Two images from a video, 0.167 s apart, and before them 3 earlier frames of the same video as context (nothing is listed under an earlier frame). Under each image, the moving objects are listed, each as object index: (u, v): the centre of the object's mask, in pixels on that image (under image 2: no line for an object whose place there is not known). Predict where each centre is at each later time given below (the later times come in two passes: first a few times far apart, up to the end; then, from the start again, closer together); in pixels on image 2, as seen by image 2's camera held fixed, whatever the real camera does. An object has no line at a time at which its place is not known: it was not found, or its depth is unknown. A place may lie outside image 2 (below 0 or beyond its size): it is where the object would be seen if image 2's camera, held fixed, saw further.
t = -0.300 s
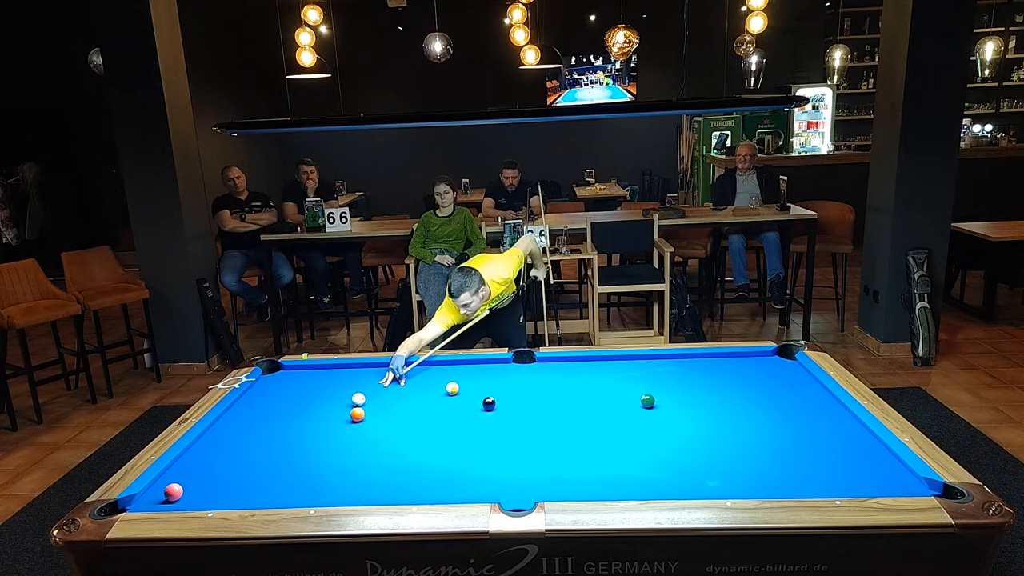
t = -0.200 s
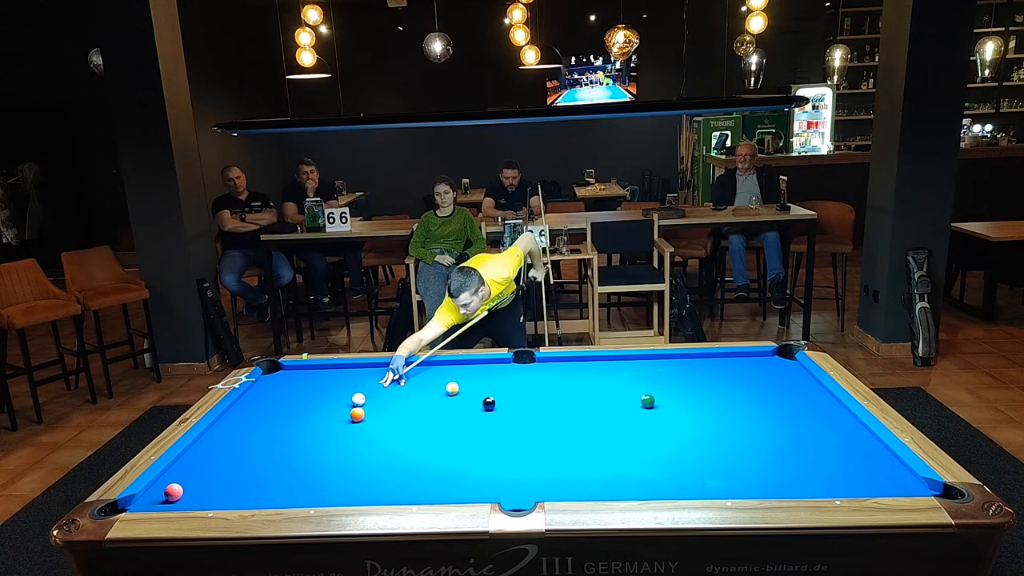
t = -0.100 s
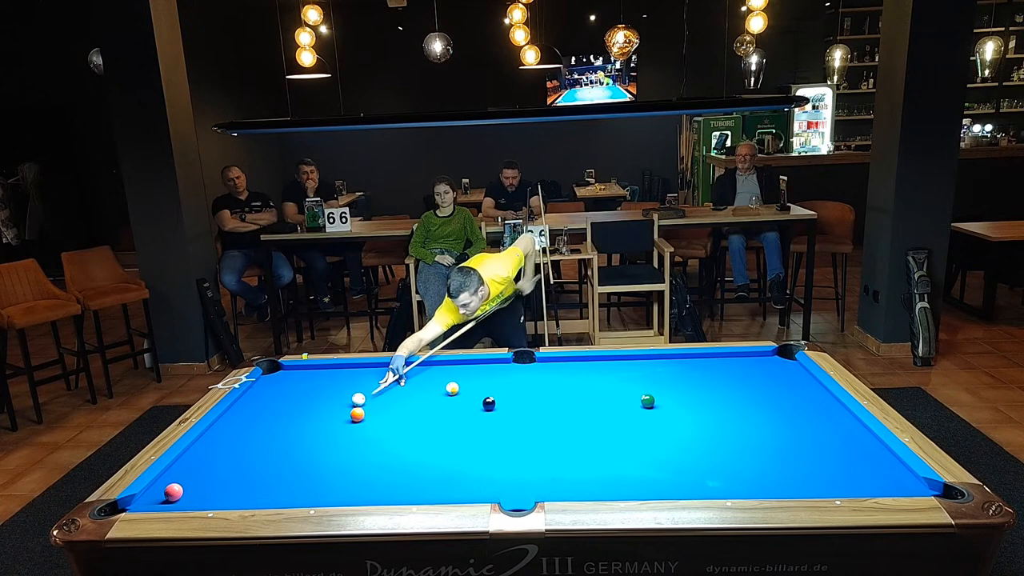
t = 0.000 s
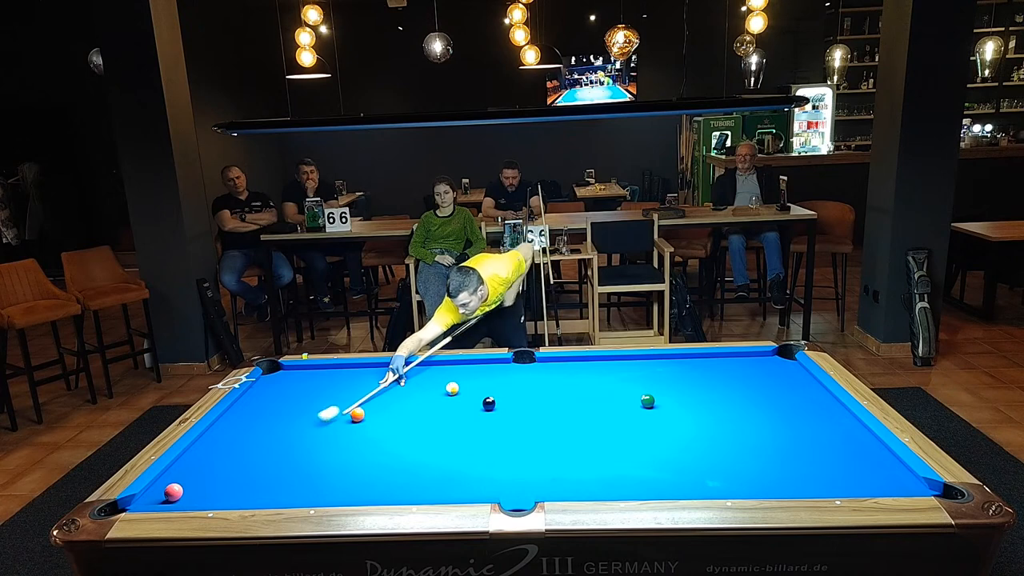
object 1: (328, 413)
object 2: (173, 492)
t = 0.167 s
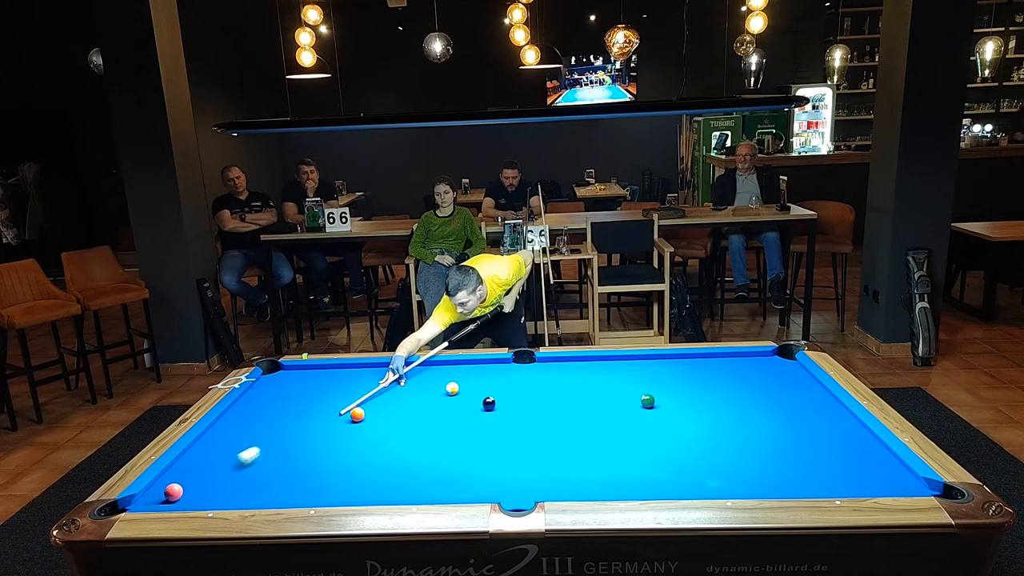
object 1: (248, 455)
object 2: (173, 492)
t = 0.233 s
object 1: (216, 472)
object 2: (173, 492)
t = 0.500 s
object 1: (200, 496)
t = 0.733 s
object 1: (220, 496)
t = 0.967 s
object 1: (243, 490)
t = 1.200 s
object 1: (265, 484)
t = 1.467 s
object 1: (287, 478)
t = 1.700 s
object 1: (305, 473)
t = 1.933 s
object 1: (321, 469)
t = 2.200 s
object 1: (337, 464)
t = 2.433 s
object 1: (350, 461)
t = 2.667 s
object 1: (361, 458)
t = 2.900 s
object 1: (371, 456)
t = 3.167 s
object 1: (380, 453)
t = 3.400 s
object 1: (387, 452)
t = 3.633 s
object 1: (393, 450)
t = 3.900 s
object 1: (398, 449)
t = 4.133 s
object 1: (401, 449)
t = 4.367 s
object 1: (403, 448)
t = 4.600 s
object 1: (403, 448)
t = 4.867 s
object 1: (403, 449)
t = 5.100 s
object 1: (403, 449)
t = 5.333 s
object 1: (403, 449)
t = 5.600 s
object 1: (403, 449)
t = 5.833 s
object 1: (403, 449)
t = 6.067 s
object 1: (403, 449)
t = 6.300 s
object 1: (403, 449)
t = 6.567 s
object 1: (403, 449)
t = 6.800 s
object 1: (403, 449)
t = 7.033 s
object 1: (403, 449)
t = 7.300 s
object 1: (403, 449)
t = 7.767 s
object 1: (399, 450)
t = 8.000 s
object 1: (403, 449)
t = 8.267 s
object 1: (403, 449)
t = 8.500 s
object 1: (403, 449)
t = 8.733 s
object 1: (403, 448)
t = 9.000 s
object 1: (403, 449)
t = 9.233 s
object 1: (403, 449)
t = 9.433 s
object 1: (403, 449)
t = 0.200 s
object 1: (232, 464)
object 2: (173, 492)
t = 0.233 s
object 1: (216, 472)
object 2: (173, 492)
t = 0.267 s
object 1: (198, 482)
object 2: (173, 492)
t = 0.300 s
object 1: (192, 488)
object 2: (164, 494)
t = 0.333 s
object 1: (193, 490)
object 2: (146, 499)
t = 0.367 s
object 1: (195, 491)
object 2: (126, 505)
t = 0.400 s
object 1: (196, 493)
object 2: (113, 511)
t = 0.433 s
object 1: (197, 494)
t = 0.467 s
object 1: (199, 495)
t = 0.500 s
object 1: (200, 496)
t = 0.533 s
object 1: (202, 497)
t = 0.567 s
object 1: (203, 498)
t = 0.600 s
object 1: (206, 498)
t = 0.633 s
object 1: (209, 498)
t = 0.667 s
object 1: (213, 497)
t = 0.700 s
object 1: (217, 496)
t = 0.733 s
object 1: (220, 496)
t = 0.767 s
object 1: (224, 495)
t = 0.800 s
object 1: (227, 494)
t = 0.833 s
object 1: (231, 493)
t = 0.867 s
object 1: (233, 493)
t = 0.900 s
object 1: (237, 492)
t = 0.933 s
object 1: (240, 491)
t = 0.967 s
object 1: (243, 490)
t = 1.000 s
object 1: (247, 490)
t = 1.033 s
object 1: (250, 489)
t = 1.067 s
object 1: (253, 488)
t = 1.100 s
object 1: (256, 487)
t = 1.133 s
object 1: (259, 486)
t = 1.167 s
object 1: (262, 485)
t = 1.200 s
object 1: (265, 484)
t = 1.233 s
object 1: (268, 484)
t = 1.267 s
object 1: (271, 483)
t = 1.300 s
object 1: (274, 482)
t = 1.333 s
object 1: (276, 481)
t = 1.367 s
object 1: (279, 480)
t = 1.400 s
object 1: (282, 480)
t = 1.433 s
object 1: (285, 479)
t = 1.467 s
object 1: (287, 478)
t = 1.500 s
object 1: (290, 477)
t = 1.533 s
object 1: (292, 476)
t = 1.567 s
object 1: (295, 476)
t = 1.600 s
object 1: (298, 475)
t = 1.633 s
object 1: (300, 474)
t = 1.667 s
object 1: (302, 473)
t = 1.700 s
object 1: (305, 473)
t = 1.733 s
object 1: (307, 472)
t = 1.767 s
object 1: (310, 472)
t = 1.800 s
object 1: (312, 471)
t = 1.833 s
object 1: (314, 470)
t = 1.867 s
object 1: (316, 470)
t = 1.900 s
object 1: (318, 469)
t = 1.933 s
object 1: (321, 469)
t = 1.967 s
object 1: (323, 468)
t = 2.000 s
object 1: (325, 467)
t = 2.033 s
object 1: (327, 467)
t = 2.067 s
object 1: (329, 466)
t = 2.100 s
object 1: (331, 466)
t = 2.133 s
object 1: (333, 465)
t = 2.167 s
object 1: (335, 465)
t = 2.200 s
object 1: (337, 464)
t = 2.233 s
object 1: (339, 464)
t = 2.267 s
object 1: (341, 463)
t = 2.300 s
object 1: (342, 463)
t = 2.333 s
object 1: (344, 462)
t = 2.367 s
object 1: (346, 462)
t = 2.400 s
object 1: (348, 461)
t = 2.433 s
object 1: (350, 461)
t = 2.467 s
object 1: (351, 461)
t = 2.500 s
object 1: (353, 460)
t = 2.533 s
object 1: (354, 460)
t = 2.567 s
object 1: (356, 459)
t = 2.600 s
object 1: (358, 459)
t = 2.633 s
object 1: (359, 459)
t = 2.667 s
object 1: (361, 458)
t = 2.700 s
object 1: (362, 458)
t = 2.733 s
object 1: (364, 458)
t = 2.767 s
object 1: (365, 457)
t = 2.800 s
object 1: (367, 457)
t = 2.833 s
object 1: (368, 456)
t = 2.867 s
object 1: (369, 456)
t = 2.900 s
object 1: (371, 456)
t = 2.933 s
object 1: (372, 456)
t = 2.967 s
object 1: (373, 455)
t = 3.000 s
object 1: (374, 455)
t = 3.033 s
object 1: (375, 455)
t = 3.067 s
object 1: (377, 454)
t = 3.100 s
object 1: (378, 454)
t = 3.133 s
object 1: (379, 454)
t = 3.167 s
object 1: (380, 453)
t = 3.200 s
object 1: (381, 453)
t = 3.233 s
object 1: (383, 453)
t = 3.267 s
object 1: (384, 453)
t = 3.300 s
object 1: (385, 453)
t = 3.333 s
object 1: (386, 452)
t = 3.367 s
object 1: (386, 452)
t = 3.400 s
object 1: (387, 452)
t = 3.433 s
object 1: (388, 452)
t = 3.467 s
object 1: (389, 451)
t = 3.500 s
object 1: (390, 451)
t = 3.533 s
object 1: (391, 451)
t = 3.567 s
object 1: (392, 451)
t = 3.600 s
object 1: (392, 451)
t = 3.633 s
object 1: (393, 450)
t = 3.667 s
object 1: (394, 450)
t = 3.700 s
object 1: (395, 450)
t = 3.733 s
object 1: (395, 450)
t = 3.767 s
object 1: (396, 450)
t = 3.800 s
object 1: (397, 450)
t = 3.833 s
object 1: (397, 450)
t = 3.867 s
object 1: (398, 449)
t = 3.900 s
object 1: (398, 449)
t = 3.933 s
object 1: (399, 449)
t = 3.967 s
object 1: (399, 449)
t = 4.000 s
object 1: (400, 449)
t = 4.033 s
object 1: (400, 449)
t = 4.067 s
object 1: (401, 449)
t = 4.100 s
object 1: (401, 449)
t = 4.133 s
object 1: (401, 449)
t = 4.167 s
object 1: (402, 448)
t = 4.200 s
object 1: (402, 448)
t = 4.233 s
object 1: (402, 449)
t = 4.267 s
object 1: (403, 448)
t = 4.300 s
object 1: (403, 448)
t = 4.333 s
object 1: (403, 448)
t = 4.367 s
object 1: (403, 448)
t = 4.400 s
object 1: (403, 448)
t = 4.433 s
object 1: (403, 448)
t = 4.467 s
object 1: (404, 448)
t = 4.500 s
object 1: (403, 448)
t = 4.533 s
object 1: (403, 448)
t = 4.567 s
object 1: (403, 448)
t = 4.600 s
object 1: (403, 448)
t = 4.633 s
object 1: (404, 448)
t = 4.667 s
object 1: (403, 448)
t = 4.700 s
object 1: (404, 448)
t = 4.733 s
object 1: (403, 448)
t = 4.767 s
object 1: (403, 448)
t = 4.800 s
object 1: (403, 448)
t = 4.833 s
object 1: (403, 449)
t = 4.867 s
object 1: (403, 449)
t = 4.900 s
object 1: (403, 449)
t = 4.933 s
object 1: (403, 449)
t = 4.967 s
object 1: (403, 449)
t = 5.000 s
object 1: (403, 449)
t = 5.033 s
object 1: (403, 449)
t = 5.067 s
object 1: (403, 449)
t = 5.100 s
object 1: (403, 449)
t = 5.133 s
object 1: (403, 448)
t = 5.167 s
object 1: (403, 449)
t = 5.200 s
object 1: (403, 449)
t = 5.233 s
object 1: (403, 449)
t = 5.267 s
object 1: (403, 449)
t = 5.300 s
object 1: (403, 449)
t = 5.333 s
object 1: (403, 449)
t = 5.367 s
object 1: (403, 449)
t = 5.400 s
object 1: (403, 449)
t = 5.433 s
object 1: (403, 449)
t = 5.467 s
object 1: (403, 449)
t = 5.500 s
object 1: (403, 449)
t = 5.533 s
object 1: (403, 449)
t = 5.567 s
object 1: (403, 449)
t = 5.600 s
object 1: (403, 449)
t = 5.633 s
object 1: (403, 449)
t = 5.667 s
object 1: (403, 449)
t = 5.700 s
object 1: (403, 449)
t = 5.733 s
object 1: (403, 449)
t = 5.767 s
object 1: (403, 449)
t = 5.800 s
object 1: (403, 449)
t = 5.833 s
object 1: (403, 449)
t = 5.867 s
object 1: (403, 449)
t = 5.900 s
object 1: (403, 449)
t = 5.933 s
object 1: (403, 449)
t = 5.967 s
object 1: (403, 449)
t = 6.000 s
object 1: (403, 449)
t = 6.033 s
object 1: (403, 449)
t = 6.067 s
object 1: (403, 449)
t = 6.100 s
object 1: (403, 449)
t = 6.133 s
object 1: (403, 449)
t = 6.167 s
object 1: (403, 449)
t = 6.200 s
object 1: (403, 449)
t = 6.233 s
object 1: (403, 449)
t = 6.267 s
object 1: (403, 449)
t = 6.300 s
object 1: (403, 449)
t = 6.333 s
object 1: (403, 449)
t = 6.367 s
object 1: (403, 449)
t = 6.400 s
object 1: (403, 449)
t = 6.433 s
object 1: (403, 449)
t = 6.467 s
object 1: (403, 449)
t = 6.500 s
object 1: (403, 449)
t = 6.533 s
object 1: (403, 449)
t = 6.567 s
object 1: (403, 449)
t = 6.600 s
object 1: (403, 449)
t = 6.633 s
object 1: (403, 449)
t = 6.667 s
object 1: (403, 449)
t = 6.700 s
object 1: (403, 449)
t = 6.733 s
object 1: (403, 449)
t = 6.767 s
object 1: (403, 449)
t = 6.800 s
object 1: (403, 449)
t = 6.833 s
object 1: (403, 449)
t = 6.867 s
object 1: (403, 449)
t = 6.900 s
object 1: (403, 449)
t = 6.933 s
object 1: (403, 449)
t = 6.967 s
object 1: (403, 449)
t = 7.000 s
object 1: (403, 449)
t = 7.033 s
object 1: (403, 449)
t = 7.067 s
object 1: (403, 449)
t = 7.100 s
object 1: (403, 449)
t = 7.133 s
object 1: (404, 450)
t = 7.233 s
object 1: (399, 444)
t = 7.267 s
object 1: (403, 449)
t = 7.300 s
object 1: (403, 449)
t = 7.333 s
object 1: (403, 449)
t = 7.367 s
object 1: (403, 449)
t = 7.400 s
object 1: (404, 447)
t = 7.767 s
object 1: (399, 450)
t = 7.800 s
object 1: (403, 449)
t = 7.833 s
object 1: (403, 448)
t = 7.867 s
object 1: (403, 448)
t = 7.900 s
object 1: (403, 448)
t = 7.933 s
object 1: (403, 448)
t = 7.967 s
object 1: (403, 448)
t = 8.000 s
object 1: (403, 449)
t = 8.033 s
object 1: (403, 449)
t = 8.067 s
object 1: (403, 449)
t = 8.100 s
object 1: (403, 448)
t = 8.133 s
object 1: (403, 449)
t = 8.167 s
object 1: (403, 448)
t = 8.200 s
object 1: (403, 448)
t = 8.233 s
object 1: (403, 449)
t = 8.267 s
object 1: (403, 449)
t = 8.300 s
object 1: (403, 449)
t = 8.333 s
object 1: (403, 449)
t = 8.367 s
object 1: (403, 449)
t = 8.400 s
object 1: (403, 449)
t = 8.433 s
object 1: (403, 449)
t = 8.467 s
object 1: (403, 449)
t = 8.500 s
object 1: (403, 449)
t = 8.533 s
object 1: (403, 449)
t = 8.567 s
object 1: (403, 449)
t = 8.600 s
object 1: (403, 448)
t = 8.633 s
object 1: (403, 448)
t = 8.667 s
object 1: (403, 448)
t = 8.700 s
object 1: (403, 448)
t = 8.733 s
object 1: (403, 448)
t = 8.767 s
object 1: (403, 448)
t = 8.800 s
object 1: (403, 448)
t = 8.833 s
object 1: (403, 448)
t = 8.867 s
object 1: (403, 449)
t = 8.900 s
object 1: (403, 449)
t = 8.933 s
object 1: (403, 449)
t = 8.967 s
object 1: (403, 449)
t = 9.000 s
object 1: (403, 449)
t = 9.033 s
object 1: (403, 449)
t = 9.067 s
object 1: (403, 449)
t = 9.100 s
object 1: (403, 449)
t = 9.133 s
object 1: (403, 449)
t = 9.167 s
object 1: (403, 449)
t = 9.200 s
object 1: (403, 449)
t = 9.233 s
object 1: (403, 449)
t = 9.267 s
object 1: (403, 449)
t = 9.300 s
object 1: (403, 449)
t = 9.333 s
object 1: (403, 449)
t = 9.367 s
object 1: (403, 449)
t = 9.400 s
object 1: (403, 449)
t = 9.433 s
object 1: (403, 449)
